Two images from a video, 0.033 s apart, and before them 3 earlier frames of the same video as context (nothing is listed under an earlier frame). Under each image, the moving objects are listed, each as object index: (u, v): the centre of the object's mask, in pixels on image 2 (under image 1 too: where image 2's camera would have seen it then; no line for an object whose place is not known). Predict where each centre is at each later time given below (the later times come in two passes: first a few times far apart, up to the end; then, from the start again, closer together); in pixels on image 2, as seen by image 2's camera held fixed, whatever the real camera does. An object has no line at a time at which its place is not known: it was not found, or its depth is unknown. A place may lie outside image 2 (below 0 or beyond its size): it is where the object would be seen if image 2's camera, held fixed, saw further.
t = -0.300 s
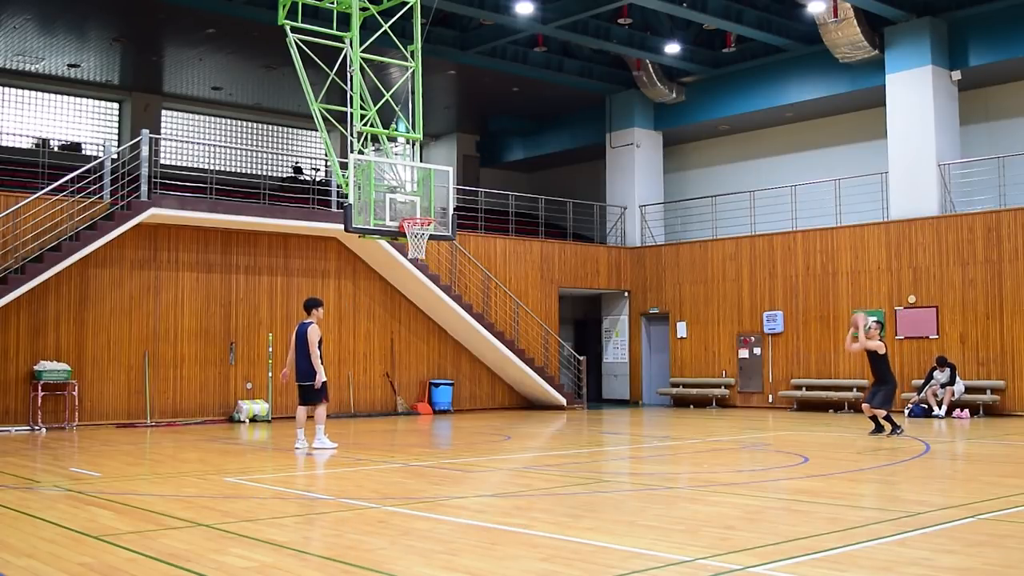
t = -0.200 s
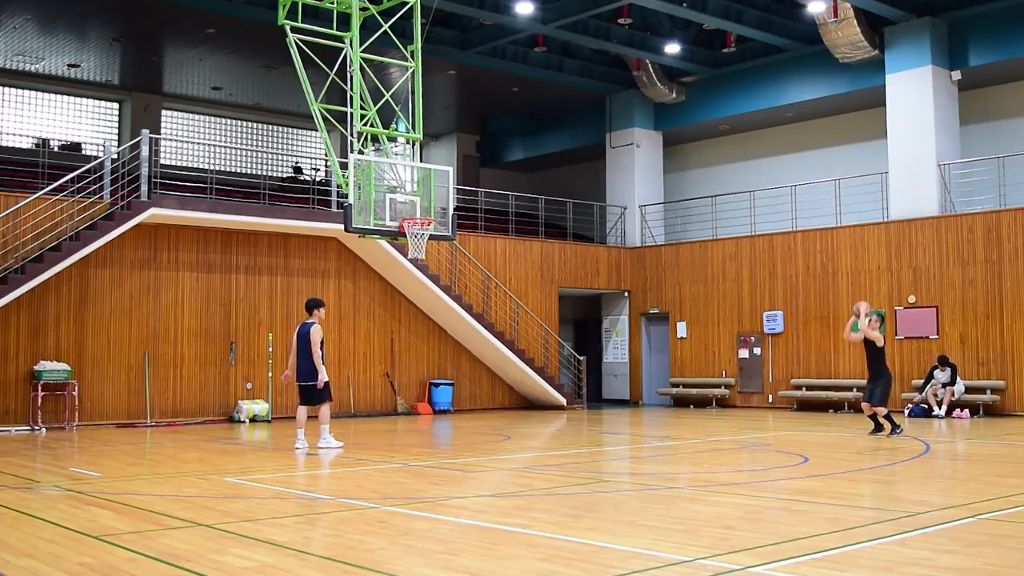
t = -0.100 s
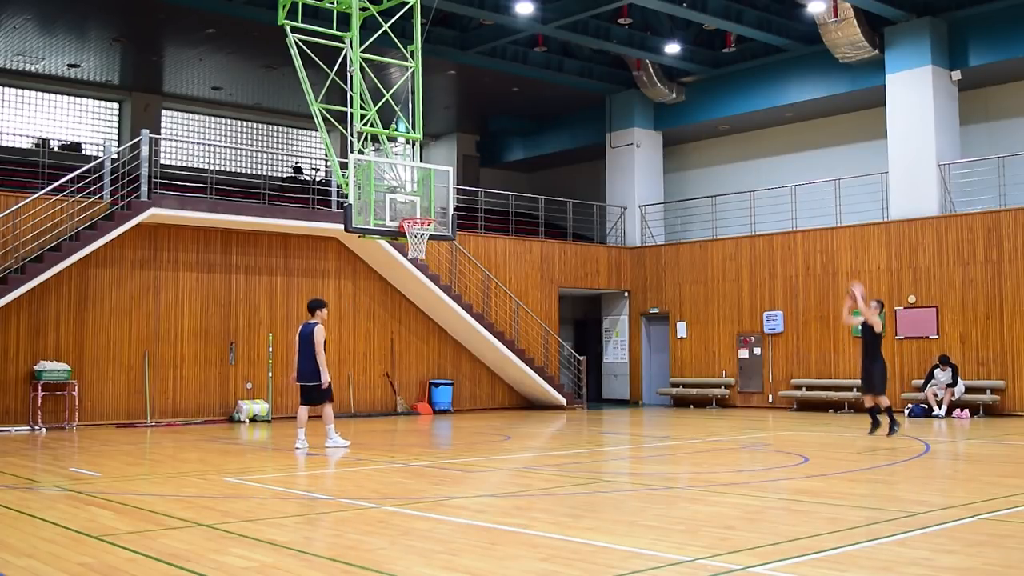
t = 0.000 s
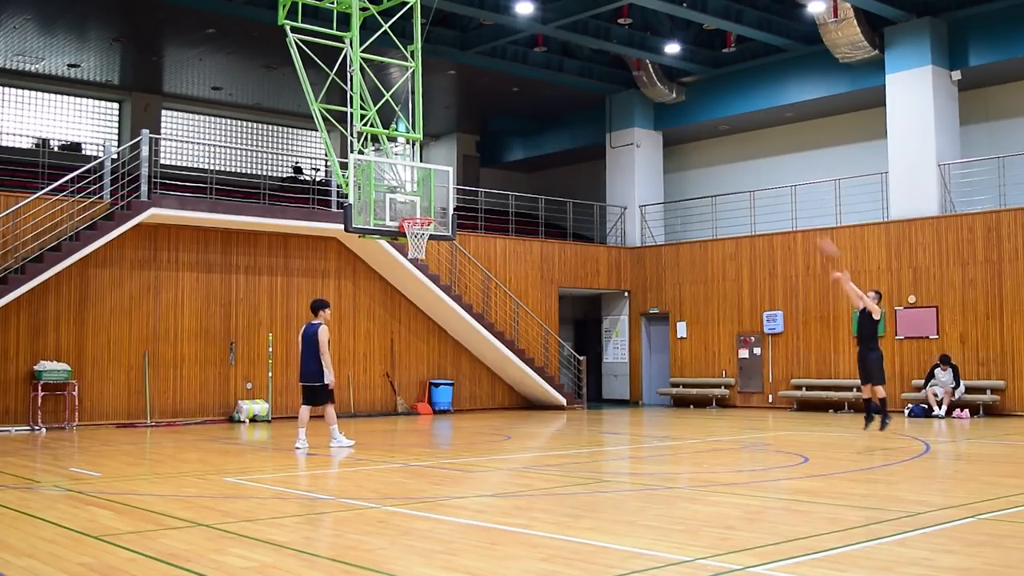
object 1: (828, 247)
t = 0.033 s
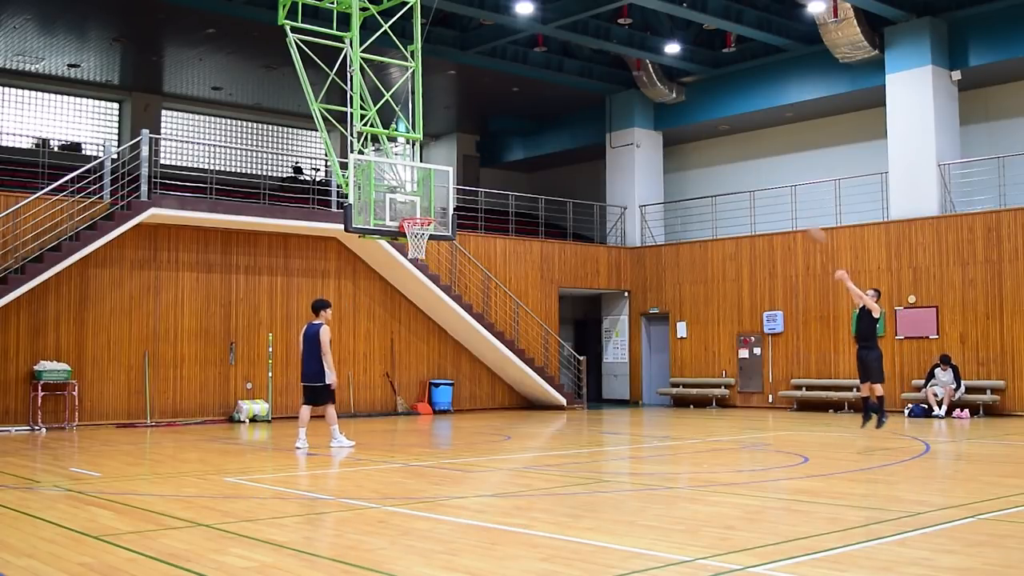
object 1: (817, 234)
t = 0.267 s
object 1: (727, 154)
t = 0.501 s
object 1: (645, 115)
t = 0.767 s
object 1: (555, 119)
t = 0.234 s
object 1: (739, 163)
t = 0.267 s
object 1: (727, 154)
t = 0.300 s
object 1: (715, 146)
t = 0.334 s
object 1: (702, 137)
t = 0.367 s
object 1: (691, 133)
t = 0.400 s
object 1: (679, 128)
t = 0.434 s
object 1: (668, 123)
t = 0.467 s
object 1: (657, 120)
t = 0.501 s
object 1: (645, 115)
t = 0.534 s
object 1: (633, 113)
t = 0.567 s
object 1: (622, 112)
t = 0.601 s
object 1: (610, 112)
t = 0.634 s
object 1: (599, 112)
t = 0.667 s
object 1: (588, 112)
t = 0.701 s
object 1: (577, 114)
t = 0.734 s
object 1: (566, 116)
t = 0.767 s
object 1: (555, 119)
